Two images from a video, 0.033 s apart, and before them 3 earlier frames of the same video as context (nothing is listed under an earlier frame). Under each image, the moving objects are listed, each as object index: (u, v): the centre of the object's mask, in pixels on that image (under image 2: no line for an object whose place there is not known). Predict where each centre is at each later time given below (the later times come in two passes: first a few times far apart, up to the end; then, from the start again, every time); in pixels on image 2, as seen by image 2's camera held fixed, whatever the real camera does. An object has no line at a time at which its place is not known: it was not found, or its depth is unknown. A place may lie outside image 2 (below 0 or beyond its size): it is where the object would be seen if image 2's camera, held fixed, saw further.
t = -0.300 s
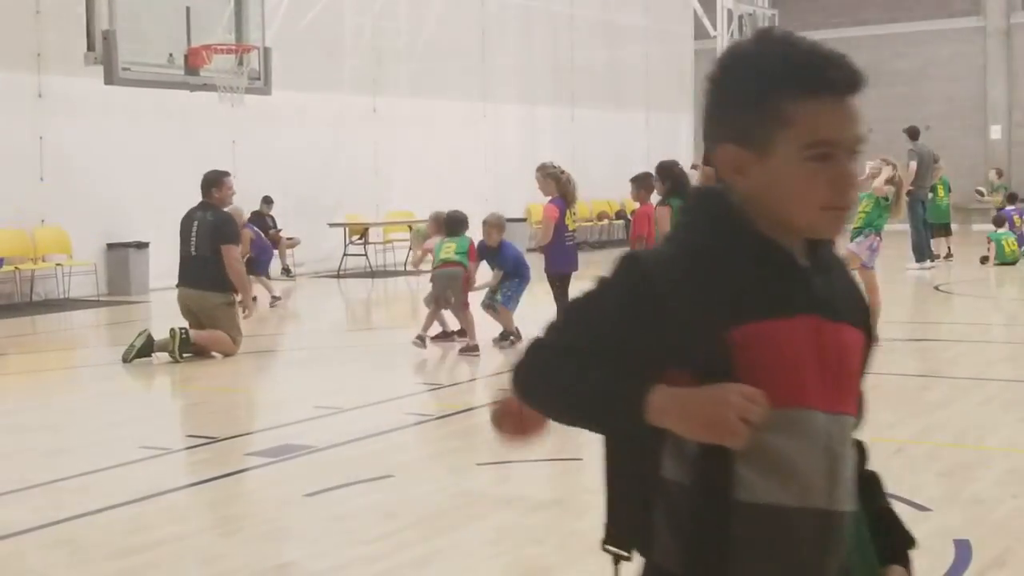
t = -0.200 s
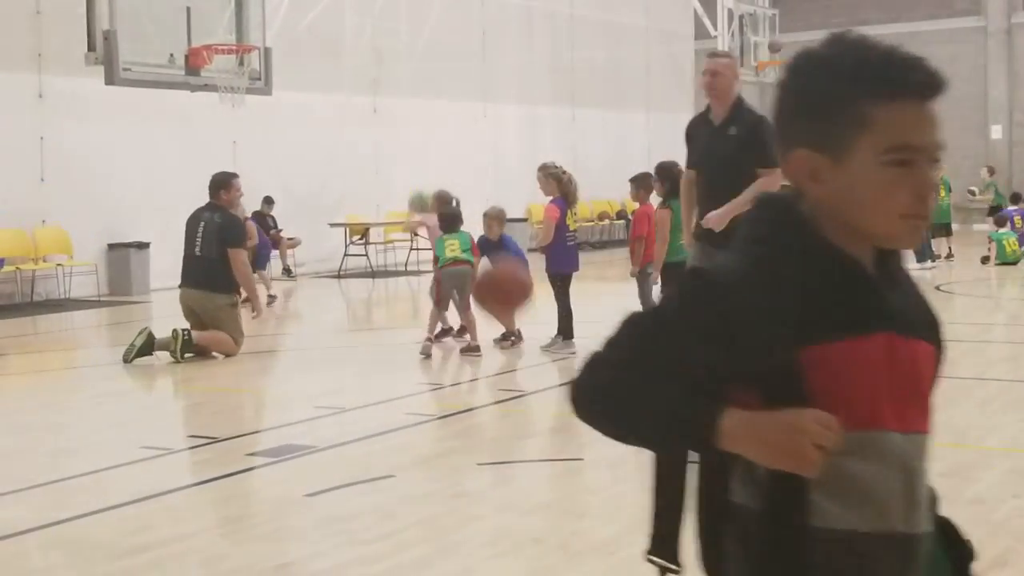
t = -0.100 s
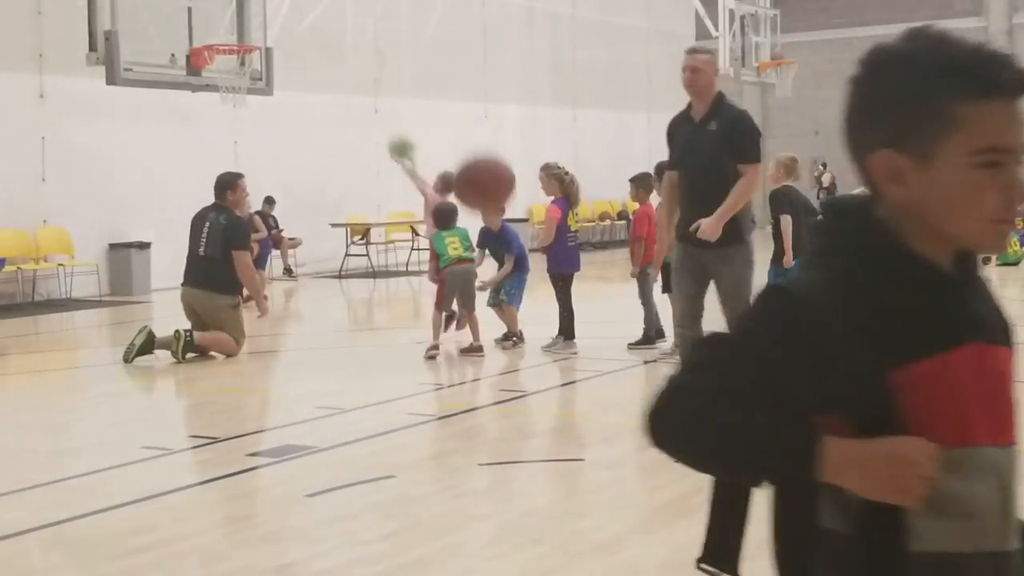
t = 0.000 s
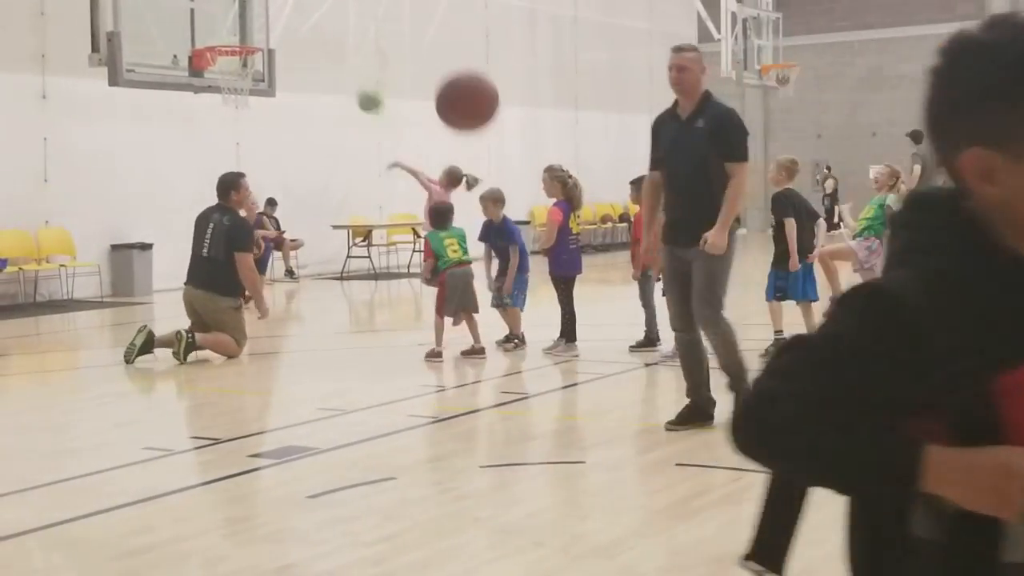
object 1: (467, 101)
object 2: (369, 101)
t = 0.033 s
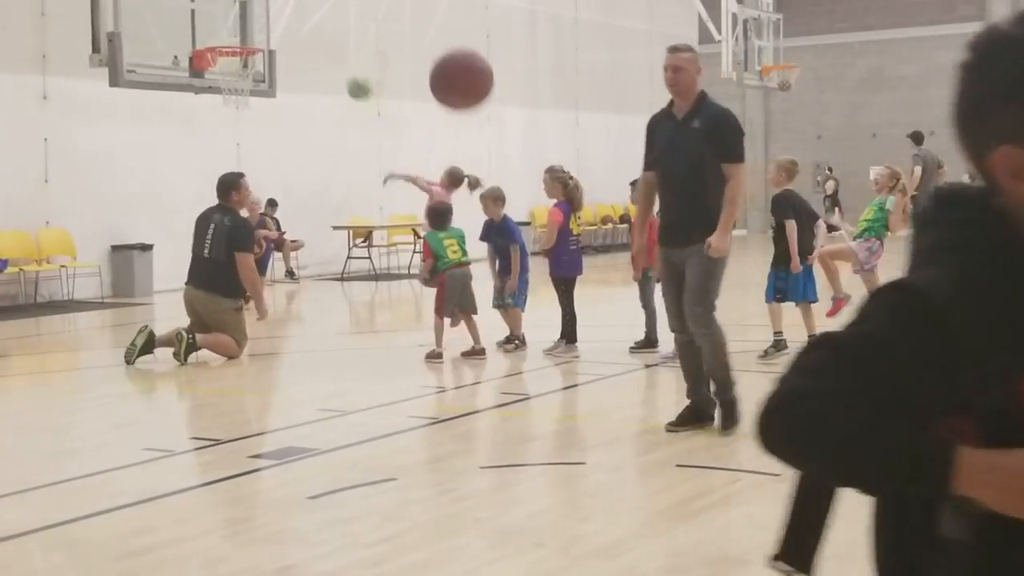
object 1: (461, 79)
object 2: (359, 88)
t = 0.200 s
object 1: (430, 16)
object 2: (307, 42)
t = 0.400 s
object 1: (395, 21)
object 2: (250, 29)
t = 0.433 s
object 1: (389, 29)
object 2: (242, 33)
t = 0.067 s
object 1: (455, 60)
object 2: (349, 77)
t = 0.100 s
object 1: (449, 42)
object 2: (338, 66)
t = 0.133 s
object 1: (443, 28)
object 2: (328, 57)
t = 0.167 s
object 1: (436, 21)
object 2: (317, 49)
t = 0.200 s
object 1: (430, 16)
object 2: (307, 42)
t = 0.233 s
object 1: (424, 13)
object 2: (297, 37)
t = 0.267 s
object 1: (419, 12)
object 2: (287, 33)
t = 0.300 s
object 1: (412, 12)
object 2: (278, 30)
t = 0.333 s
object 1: (407, 13)
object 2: (268, 29)
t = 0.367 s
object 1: (401, 16)
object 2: (260, 30)
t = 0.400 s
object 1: (395, 21)
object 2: (250, 29)
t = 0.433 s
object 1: (389, 29)
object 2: (242, 33)
